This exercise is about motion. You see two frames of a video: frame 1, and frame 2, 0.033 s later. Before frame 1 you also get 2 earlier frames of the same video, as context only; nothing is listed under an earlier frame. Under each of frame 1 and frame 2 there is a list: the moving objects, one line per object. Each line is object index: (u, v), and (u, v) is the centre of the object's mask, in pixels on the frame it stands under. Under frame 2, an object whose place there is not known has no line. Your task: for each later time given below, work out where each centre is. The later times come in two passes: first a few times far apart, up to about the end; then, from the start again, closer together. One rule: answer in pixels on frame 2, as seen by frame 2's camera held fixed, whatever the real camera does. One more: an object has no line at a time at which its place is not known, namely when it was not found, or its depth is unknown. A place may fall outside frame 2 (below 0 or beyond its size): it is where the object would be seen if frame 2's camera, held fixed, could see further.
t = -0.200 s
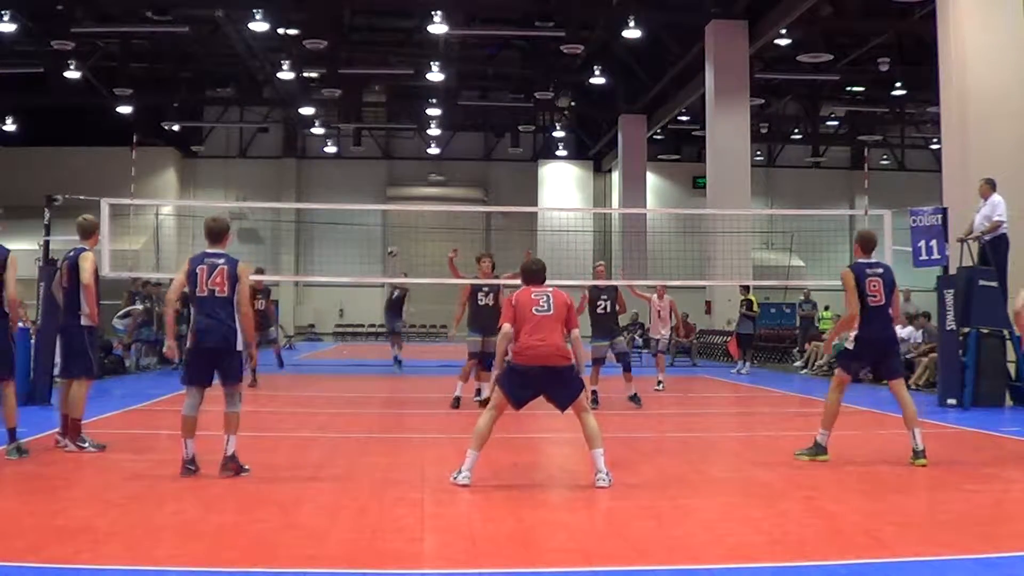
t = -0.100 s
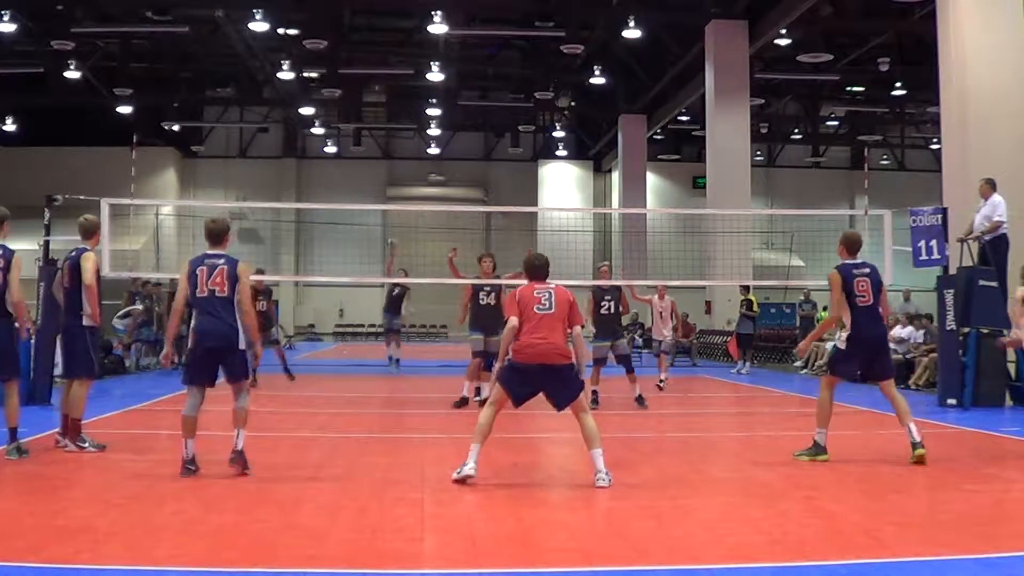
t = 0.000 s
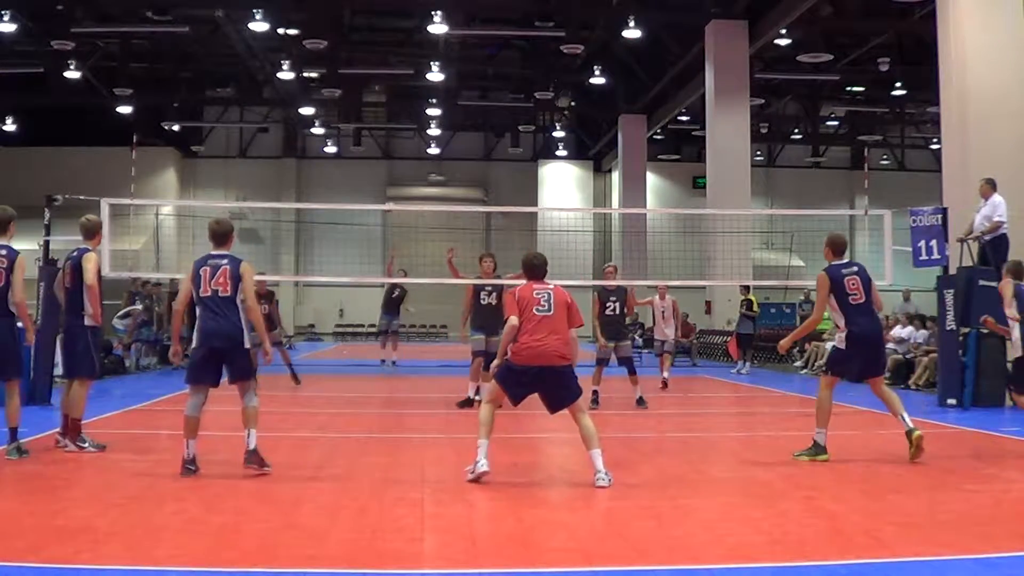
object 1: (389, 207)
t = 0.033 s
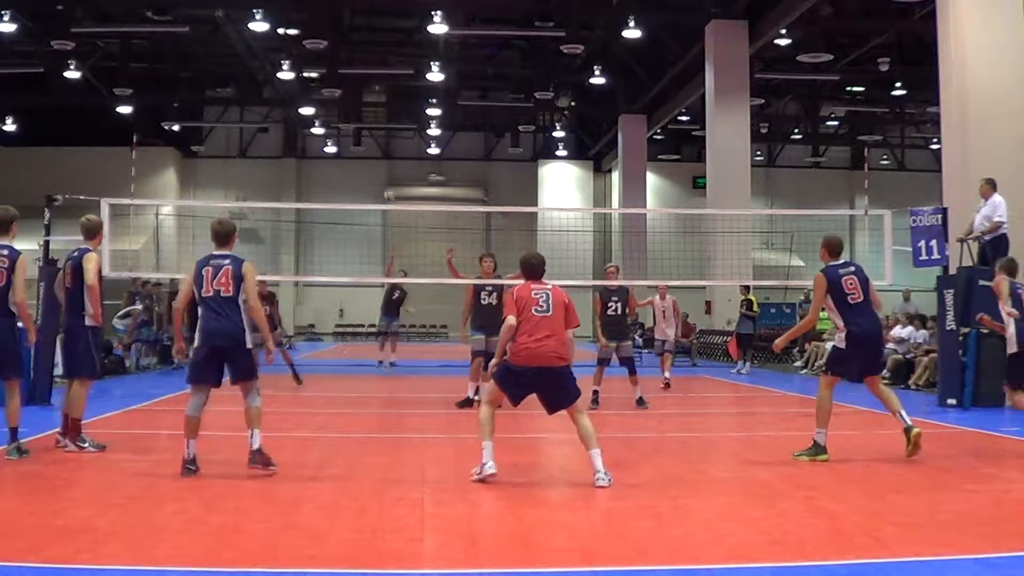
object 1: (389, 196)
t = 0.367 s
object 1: (377, 108)
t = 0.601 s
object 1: (368, 78)
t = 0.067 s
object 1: (387, 184)
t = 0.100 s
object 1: (387, 173)
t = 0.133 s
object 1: (386, 164)
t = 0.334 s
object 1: (378, 114)
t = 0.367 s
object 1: (377, 108)
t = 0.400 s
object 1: (375, 102)
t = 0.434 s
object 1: (374, 95)
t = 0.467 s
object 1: (372, 91)
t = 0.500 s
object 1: (371, 86)
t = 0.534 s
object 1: (370, 84)
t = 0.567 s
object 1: (369, 81)
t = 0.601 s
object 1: (368, 78)
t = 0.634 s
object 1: (367, 76)
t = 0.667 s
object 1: (366, 74)
